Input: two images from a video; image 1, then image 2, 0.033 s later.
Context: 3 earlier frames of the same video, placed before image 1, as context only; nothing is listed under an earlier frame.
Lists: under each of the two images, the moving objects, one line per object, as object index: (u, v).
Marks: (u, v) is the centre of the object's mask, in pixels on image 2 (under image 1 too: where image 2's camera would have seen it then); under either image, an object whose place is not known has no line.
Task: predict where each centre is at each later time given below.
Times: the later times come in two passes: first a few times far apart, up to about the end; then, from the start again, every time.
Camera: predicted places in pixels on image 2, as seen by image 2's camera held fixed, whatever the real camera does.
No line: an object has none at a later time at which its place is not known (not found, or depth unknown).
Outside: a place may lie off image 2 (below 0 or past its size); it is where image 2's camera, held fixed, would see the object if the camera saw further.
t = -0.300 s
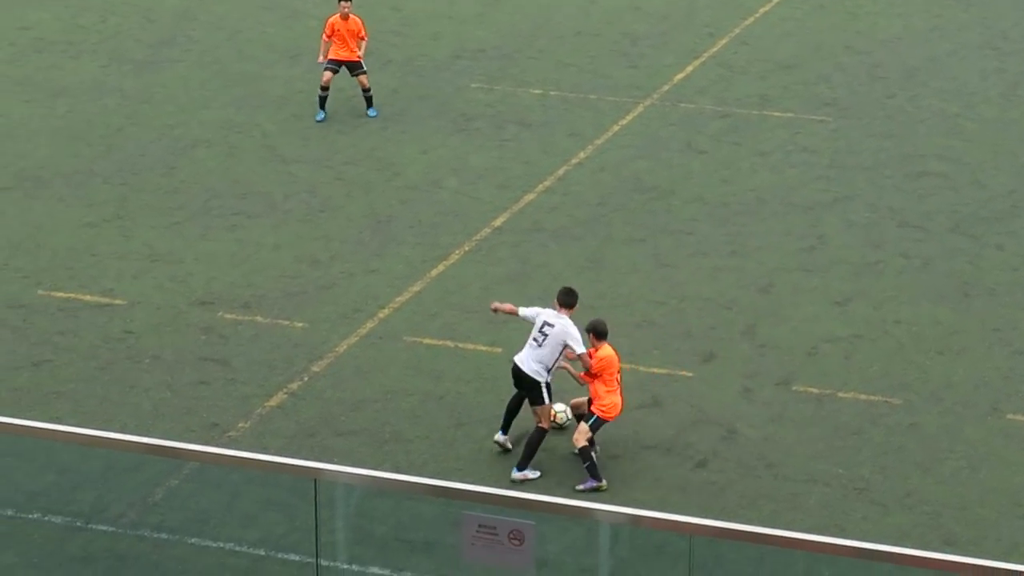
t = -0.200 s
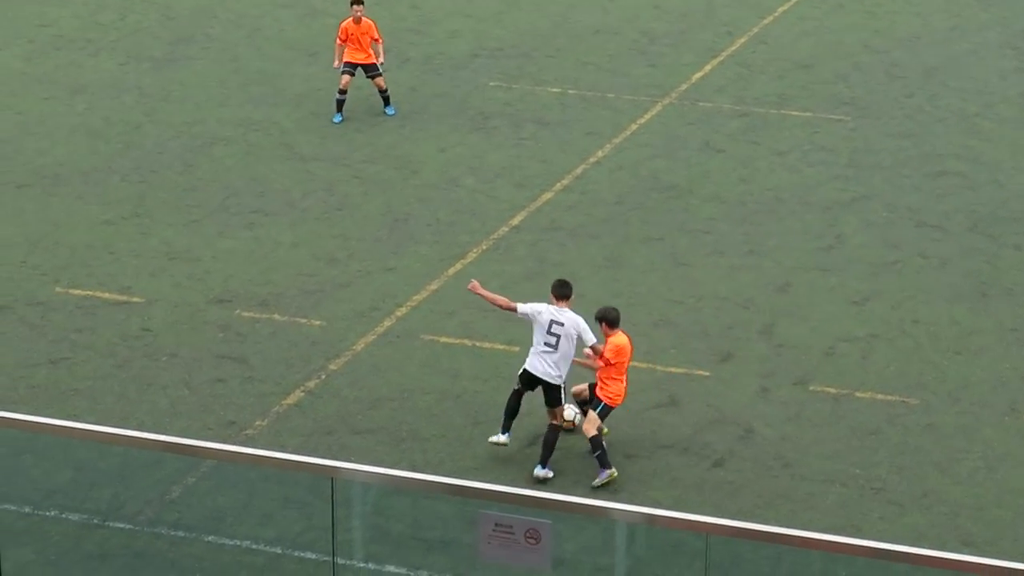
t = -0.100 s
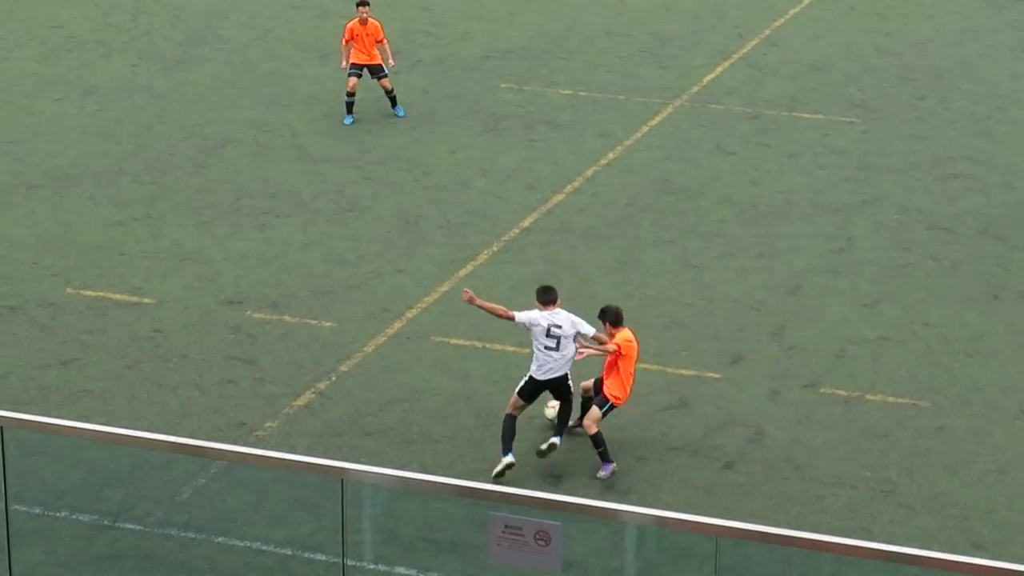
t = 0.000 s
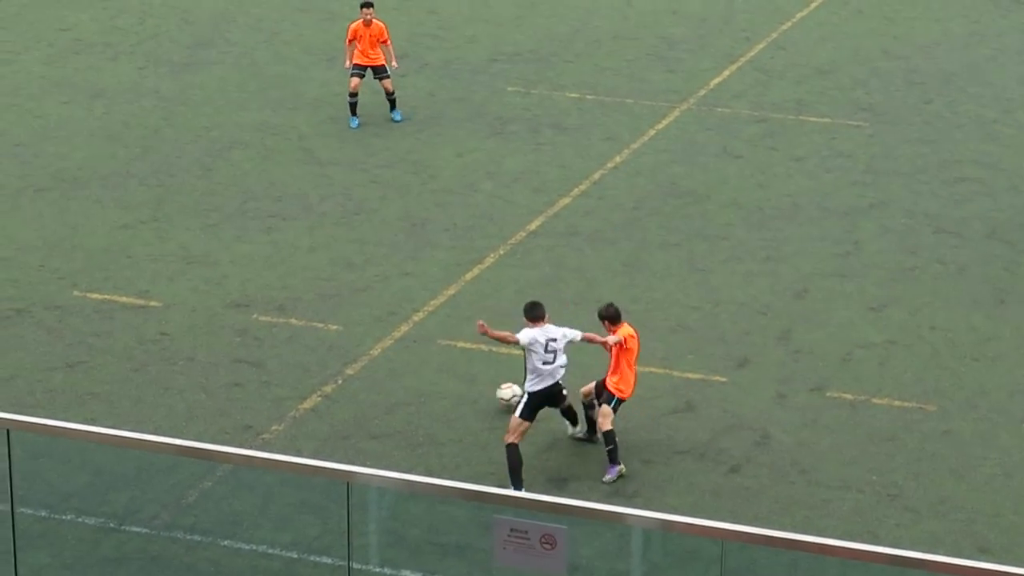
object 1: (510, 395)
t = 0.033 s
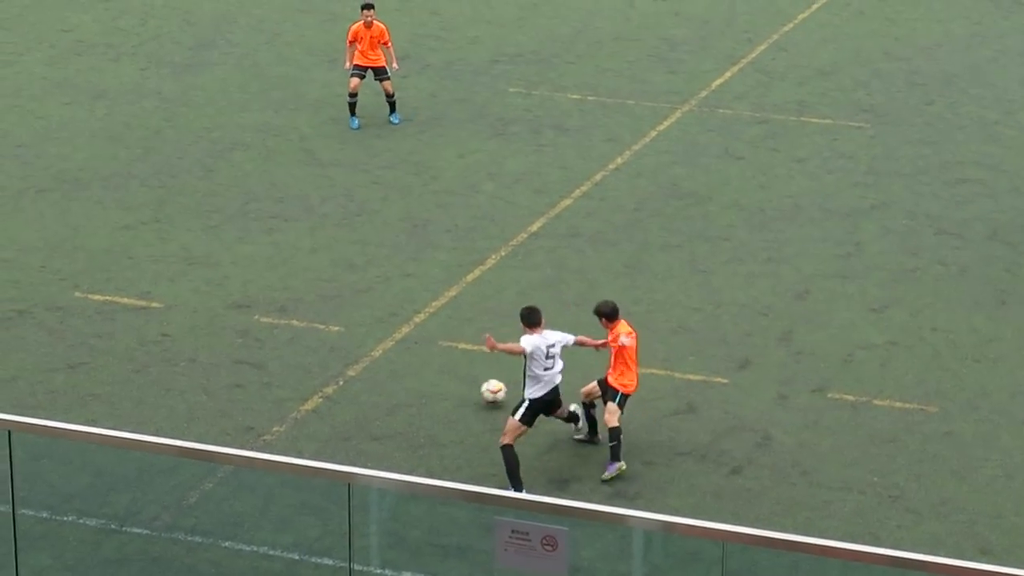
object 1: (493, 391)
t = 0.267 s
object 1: (394, 358)
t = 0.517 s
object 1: (320, 333)
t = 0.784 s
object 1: (269, 319)
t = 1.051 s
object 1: (223, 307)
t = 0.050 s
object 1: (485, 389)
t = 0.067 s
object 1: (476, 388)
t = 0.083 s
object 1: (468, 386)
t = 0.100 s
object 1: (461, 382)
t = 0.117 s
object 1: (455, 378)
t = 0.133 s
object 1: (448, 375)
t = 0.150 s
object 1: (441, 372)
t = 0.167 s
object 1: (434, 369)
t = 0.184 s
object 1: (427, 366)
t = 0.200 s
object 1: (420, 364)
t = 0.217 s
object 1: (414, 362)
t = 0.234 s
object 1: (407, 360)
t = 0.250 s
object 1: (401, 359)
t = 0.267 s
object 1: (394, 358)
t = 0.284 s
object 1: (387, 357)
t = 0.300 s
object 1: (381, 356)
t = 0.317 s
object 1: (376, 354)
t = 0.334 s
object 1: (371, 351)
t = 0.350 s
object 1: (366, 349)
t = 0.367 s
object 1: (361, 346)
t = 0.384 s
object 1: (356, 344)
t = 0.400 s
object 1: (351, 342)
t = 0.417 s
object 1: (346, 341)
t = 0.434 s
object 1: (341, 339)
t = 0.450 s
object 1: (336, 339)
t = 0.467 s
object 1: (331, 339)
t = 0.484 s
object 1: (327, 338)
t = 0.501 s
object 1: (323, 336)
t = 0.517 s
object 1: (320, 333)
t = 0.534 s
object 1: (316, 331)
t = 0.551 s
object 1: (313, 330)
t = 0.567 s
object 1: (310, 328)
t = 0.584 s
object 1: (306, 326)
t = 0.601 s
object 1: (302, 325)
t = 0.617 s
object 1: (299, 325)
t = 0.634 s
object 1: (295, 325)
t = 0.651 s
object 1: (292, 325)
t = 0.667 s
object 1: (289, 325)
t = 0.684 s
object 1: (286, 324)
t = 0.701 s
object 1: (283, 322)
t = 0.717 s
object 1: (280, 322)
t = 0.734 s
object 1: (277, 321)
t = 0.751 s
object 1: (274, 321)
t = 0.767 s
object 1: (272, 321)
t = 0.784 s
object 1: (269, 319)
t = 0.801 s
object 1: (266, 318)
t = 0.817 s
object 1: (263, 317)
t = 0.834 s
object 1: (260, 317)
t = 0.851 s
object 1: (257, 316)
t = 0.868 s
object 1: (254, 315)
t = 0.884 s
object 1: (252, 315)
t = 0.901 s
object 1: (249, 314)
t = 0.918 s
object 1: (246, 313)
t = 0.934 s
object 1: (243, 312)
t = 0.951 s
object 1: (240, 311)
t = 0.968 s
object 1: (237, 311)
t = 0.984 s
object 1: (234, 311)
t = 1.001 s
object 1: (231, 310)
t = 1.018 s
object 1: (228, 309)
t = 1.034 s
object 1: (226, 308)
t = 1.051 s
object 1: (223, 307)
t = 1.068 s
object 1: (220, 306)
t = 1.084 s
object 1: (218, 306)
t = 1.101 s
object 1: (215, 305)
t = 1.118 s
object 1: (212, 305)
